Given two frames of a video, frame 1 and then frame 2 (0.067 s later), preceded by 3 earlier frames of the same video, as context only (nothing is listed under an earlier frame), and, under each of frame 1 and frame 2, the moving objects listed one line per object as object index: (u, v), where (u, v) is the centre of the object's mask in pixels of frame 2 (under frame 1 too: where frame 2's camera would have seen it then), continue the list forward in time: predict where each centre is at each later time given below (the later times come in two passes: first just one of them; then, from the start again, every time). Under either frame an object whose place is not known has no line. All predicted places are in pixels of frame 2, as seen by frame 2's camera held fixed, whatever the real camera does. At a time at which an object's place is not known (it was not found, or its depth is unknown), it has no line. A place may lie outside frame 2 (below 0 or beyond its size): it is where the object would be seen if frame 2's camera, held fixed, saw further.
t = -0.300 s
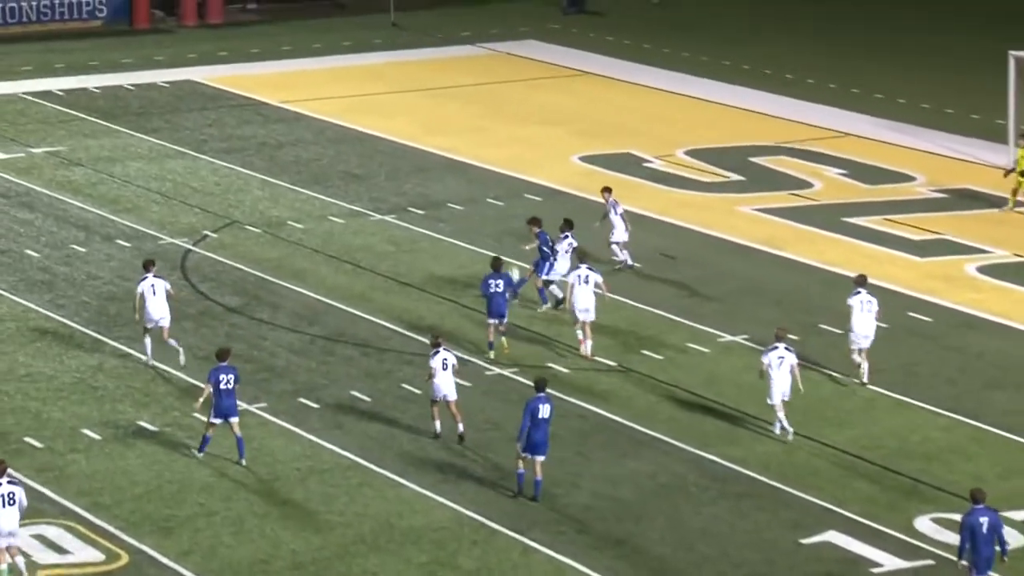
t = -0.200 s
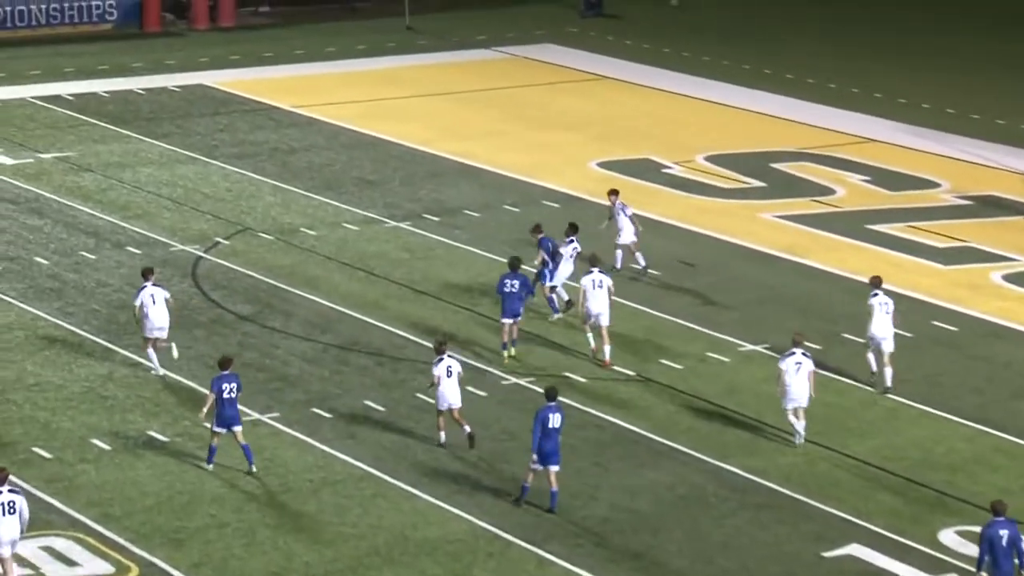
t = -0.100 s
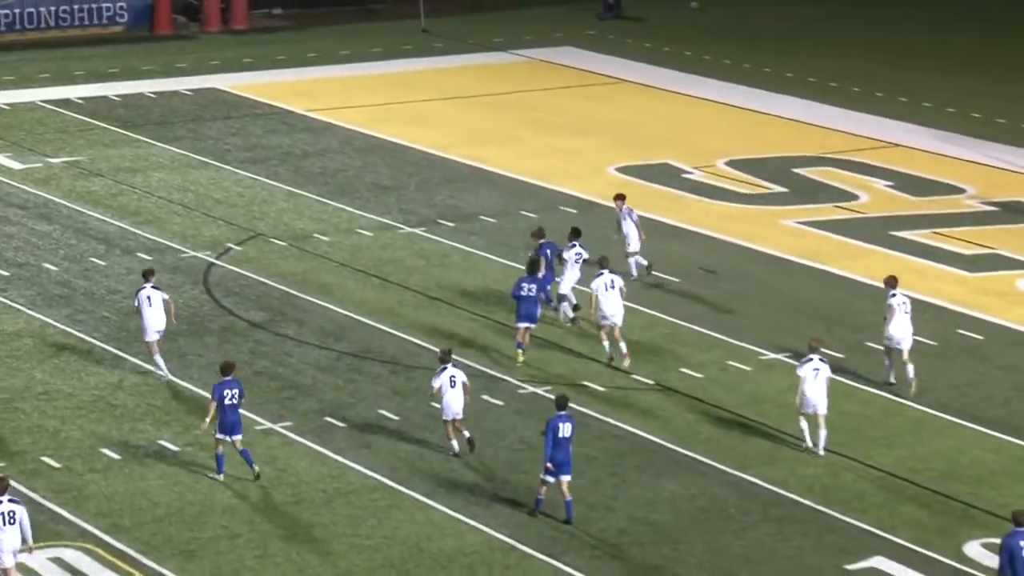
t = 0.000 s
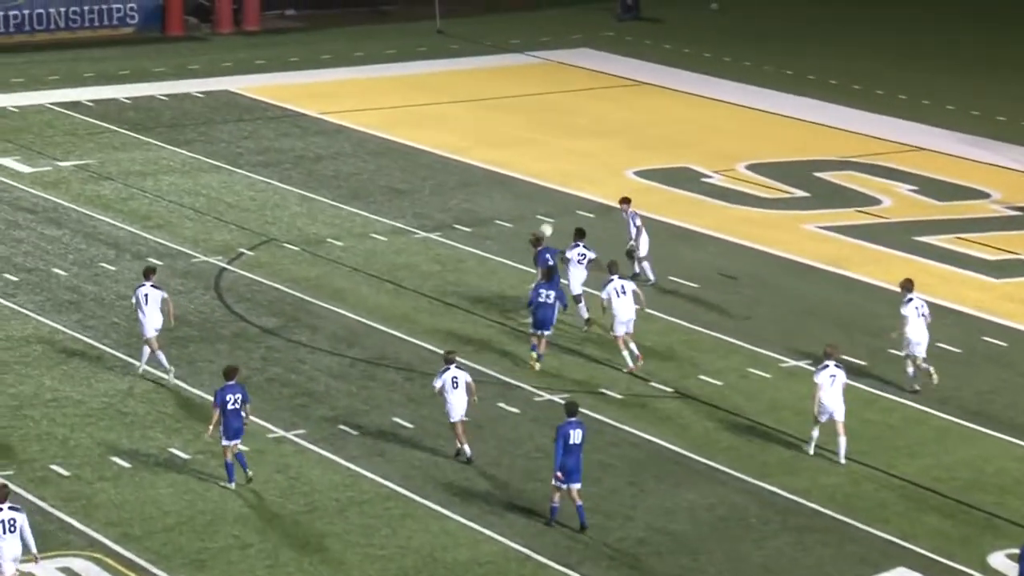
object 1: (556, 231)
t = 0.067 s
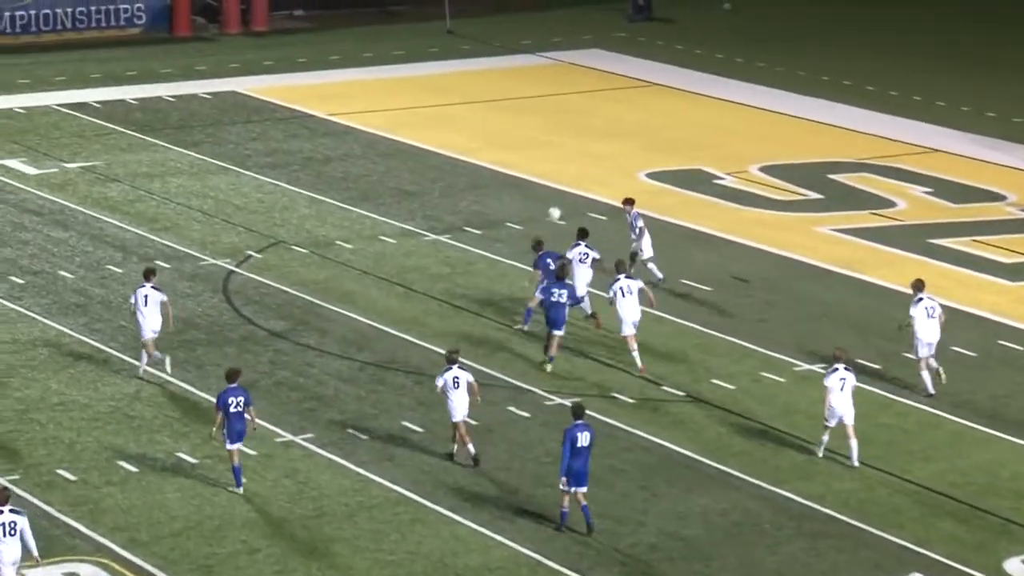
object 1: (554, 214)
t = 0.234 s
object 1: (548, 178)
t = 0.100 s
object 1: (552, 205)
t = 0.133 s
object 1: (552, 197)
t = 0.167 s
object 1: (550, 189)
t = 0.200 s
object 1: (551, 184)
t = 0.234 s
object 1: (548, 178)
